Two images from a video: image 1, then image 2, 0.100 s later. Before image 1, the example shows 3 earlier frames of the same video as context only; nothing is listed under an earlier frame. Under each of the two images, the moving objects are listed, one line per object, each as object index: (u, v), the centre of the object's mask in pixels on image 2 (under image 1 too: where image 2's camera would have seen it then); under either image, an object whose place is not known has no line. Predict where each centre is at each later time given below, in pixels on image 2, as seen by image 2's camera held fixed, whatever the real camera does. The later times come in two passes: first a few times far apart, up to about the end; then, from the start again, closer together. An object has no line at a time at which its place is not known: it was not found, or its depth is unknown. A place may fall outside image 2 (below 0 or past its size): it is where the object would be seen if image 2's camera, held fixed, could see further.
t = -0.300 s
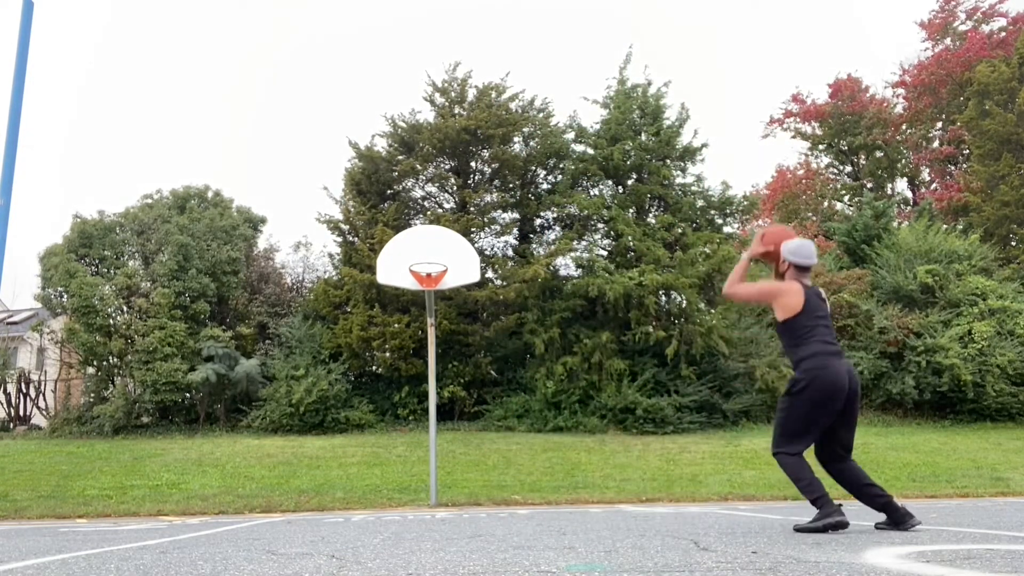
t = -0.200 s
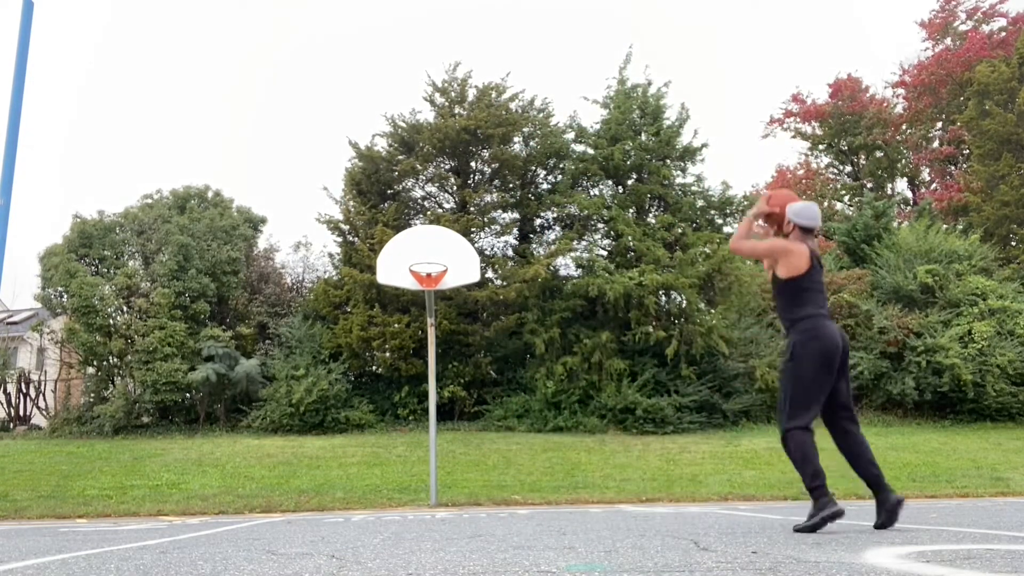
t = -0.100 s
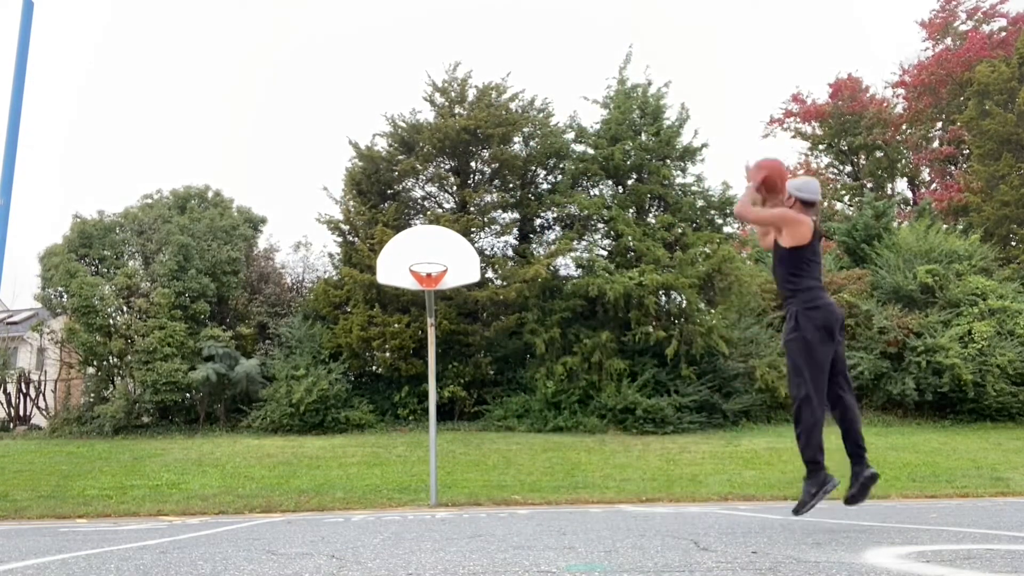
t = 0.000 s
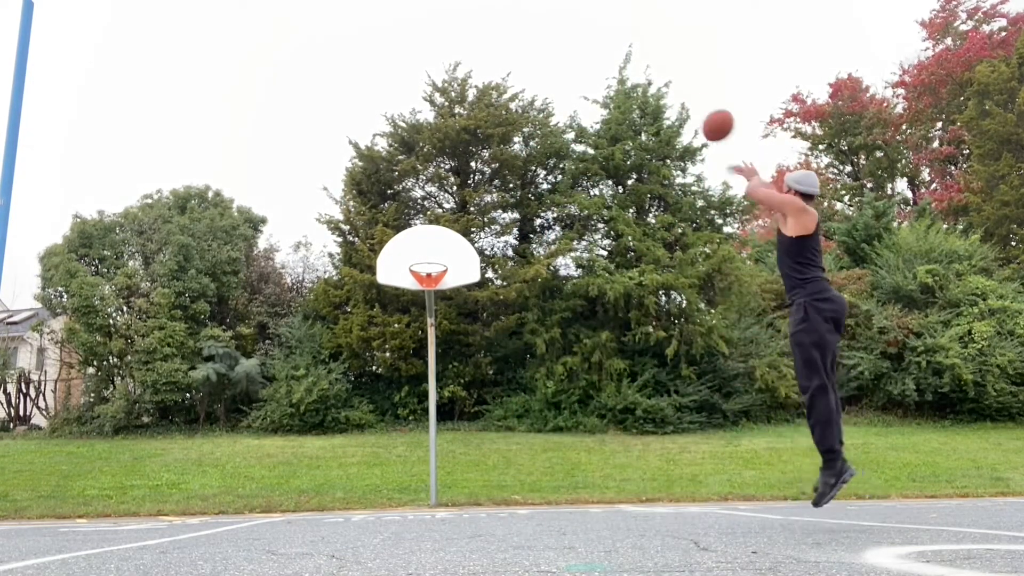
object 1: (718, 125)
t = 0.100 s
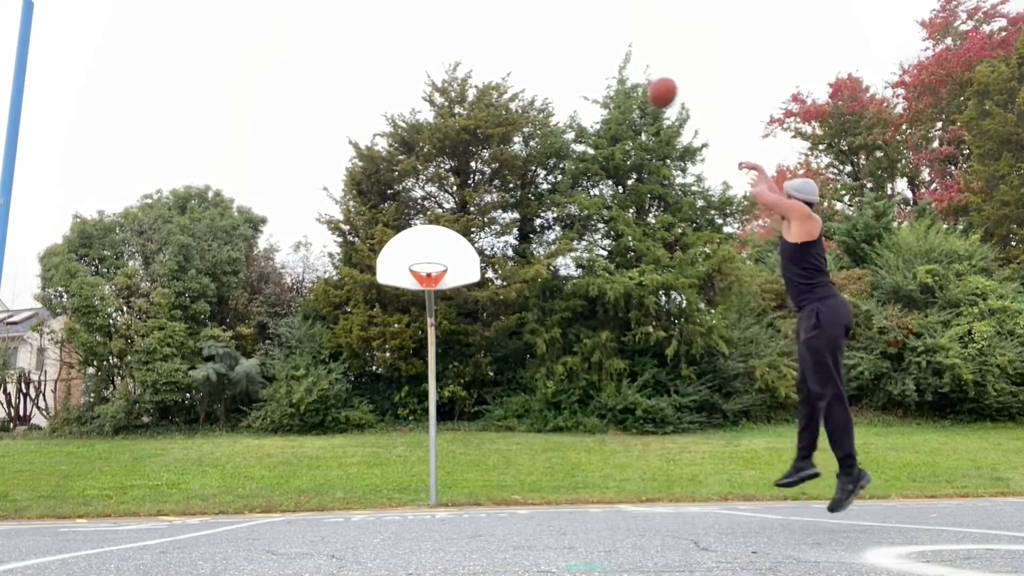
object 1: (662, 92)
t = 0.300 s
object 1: (583, 71)
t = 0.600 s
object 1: (506, 107)
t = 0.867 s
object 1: (459, 182)
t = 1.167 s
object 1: (422, 283)
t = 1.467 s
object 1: (393, 391)
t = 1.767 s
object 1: (366, 424)
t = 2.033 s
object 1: (357, 296)
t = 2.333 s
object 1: (345, 233)
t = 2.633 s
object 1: (331, 290)
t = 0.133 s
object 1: (647, 86)
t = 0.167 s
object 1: (632, 80)
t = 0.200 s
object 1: (619, 76)
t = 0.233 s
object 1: (607, 73)
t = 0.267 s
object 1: (595, 72)
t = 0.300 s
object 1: (583, 71)
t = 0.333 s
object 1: (573, 72)
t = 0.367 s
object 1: (563, 73)
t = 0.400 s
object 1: (554, 76)
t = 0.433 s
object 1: (545, 80)
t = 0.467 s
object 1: (536, 84)
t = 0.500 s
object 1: (528, 88)
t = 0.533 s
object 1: (521, 94)
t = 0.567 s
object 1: (513, 100)
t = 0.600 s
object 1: (506, 107)
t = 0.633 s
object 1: (499, 115)
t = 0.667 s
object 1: (493, 122)
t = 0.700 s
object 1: (486, 131)
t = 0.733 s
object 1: (481, 139)
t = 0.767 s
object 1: (475, 150)
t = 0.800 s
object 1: (469, 160)
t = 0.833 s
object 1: (464, 170)
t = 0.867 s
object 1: (459, 182)
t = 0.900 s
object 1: (454, 194)
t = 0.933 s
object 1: (450, 205)
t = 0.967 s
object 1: (445, 218)
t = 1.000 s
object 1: (440, 231)
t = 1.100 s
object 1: (428, 271)
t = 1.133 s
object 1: (425, 276)
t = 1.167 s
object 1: (422, 283)
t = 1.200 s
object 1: (419, 289)
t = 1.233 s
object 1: (416, 298)
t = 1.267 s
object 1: (413, 306)
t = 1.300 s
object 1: (410, 317)
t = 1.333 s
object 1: (407, 329)
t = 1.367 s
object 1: (403, 343)
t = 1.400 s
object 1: (400, 357)
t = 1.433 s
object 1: (396, 374)
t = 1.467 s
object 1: (393, 391)
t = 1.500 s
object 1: (389, 411)
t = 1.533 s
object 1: (385, 432)
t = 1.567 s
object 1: (381, 457)
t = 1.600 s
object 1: (376, 483)
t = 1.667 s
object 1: (371, 489)
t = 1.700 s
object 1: (370, 466)
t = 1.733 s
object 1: (368, 445)
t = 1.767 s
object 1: (366, 424)
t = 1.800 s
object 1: (365, 405)
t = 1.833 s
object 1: (364, 387)
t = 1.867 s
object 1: (363, 369)
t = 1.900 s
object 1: (362, 352)
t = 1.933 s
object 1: (360, 338)
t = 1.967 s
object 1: (359, 322)
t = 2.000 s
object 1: (358, 309)
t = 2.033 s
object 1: (357, 296)
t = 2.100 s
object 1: (354, 275)
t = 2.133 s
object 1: (353, 265)
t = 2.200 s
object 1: (351, 250)
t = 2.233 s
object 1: (349, 243)
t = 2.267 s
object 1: (348, 238)
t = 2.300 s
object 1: (346, 235)
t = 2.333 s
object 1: (345, 233)
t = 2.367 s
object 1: (344, 233)
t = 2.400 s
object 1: (343, 233)
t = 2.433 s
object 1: (341, 235)
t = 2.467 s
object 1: (339, 239)
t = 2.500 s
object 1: (339, 245)
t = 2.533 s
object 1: (337, 253)
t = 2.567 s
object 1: (335, 263)
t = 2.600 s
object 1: (333, 275)
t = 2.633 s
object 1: (331, 290)
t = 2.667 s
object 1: (330, 307)
